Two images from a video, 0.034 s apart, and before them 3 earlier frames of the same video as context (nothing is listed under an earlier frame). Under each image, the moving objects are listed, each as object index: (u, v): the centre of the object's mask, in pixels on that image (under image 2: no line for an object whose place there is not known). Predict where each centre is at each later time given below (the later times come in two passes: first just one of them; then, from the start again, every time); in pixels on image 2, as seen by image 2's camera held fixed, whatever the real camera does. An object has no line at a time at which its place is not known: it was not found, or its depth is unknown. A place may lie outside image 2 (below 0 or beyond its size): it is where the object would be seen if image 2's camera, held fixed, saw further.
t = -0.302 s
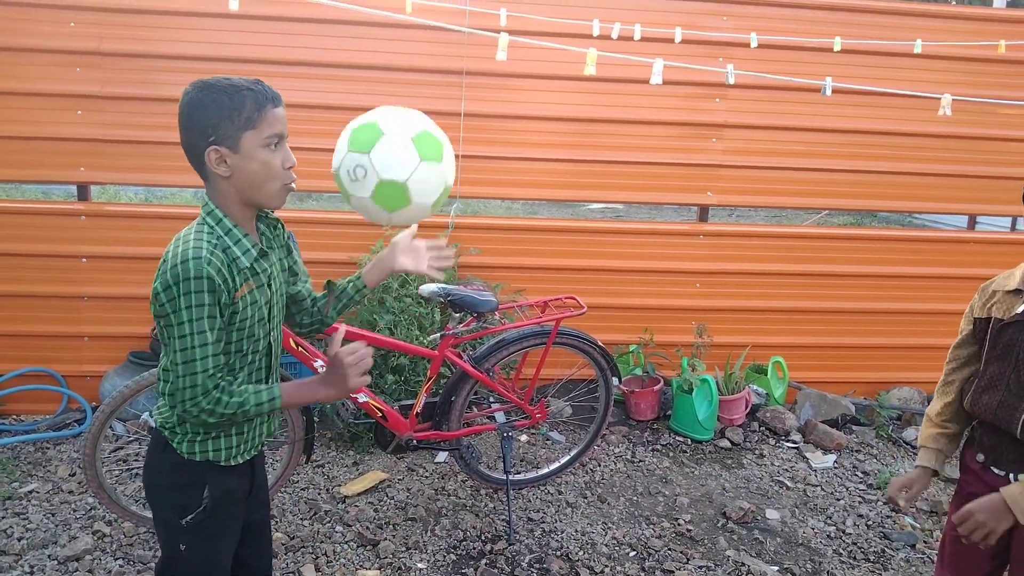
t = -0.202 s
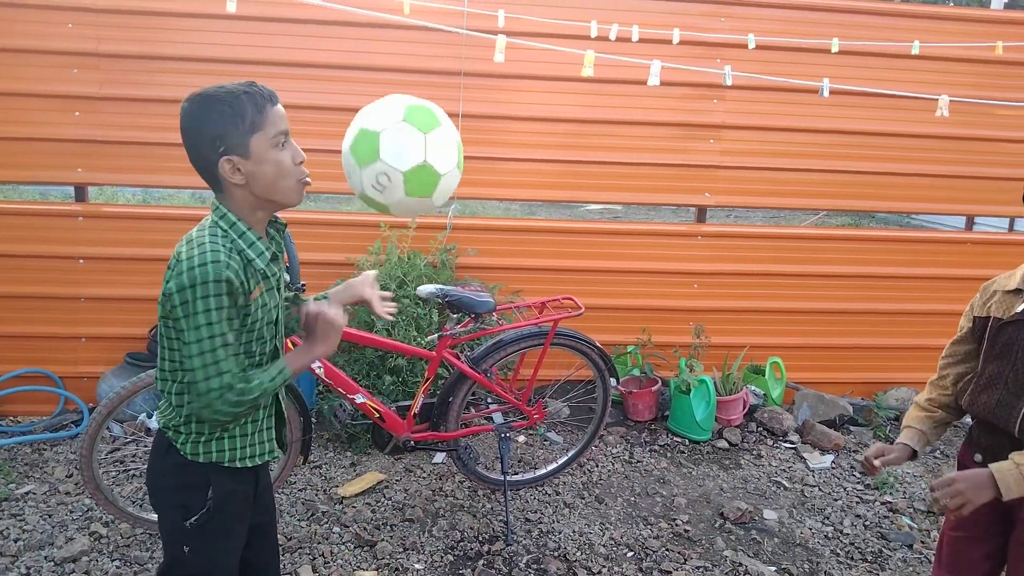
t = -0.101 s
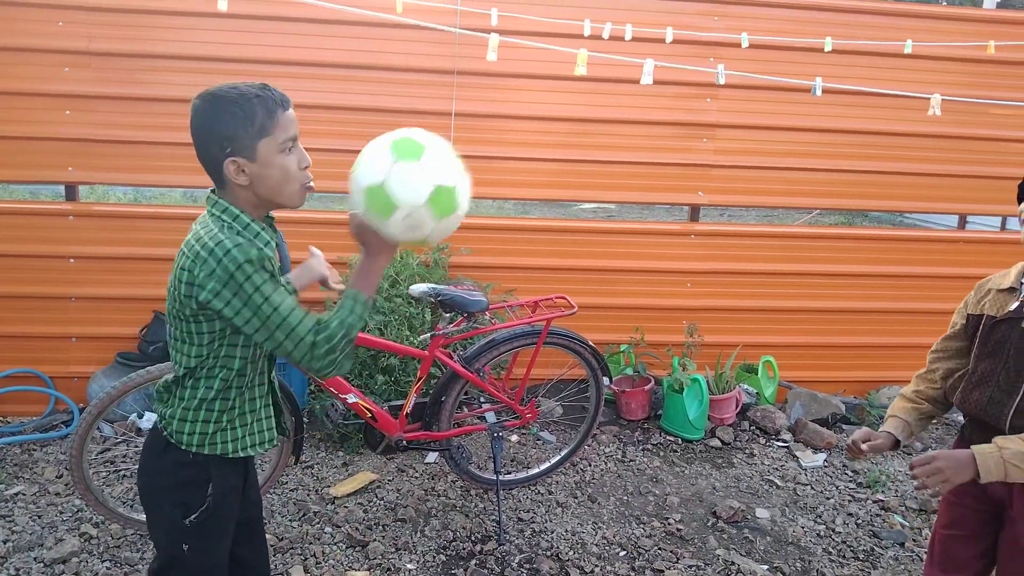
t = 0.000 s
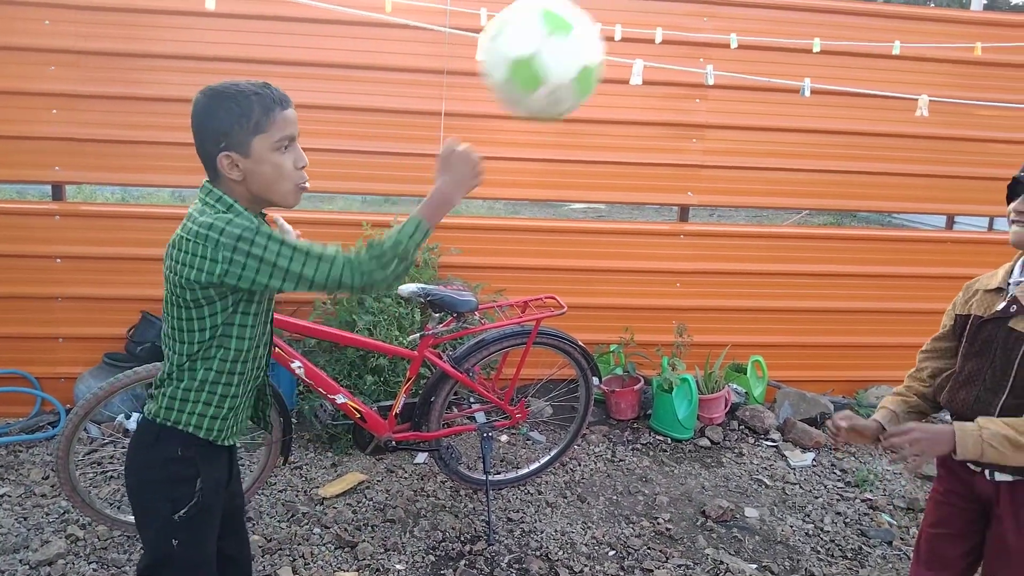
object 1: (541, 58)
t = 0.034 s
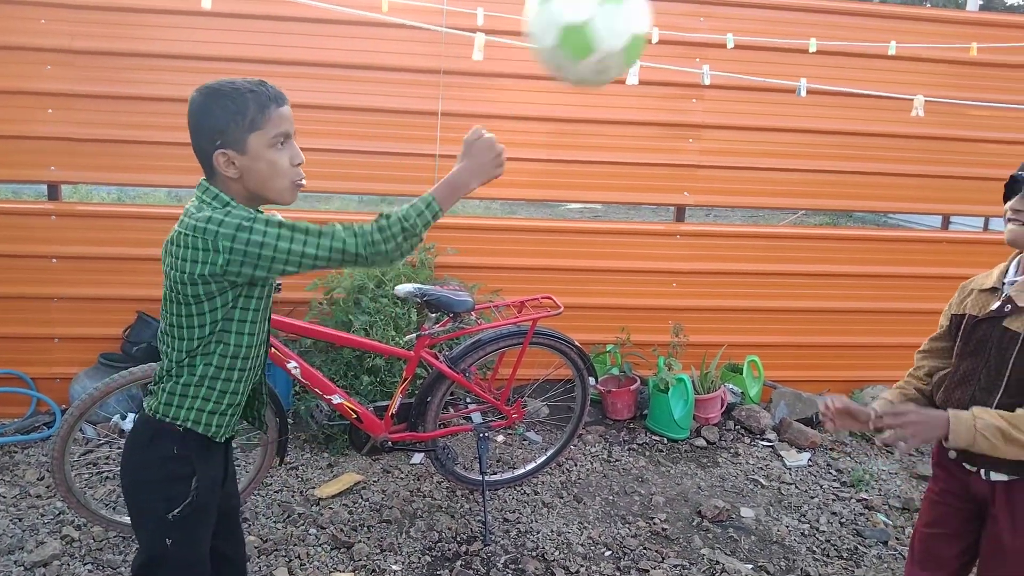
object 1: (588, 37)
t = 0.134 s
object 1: (737, 9)
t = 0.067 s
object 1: (639, 24)
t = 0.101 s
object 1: (689, 14)
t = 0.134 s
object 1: (737, 9)
